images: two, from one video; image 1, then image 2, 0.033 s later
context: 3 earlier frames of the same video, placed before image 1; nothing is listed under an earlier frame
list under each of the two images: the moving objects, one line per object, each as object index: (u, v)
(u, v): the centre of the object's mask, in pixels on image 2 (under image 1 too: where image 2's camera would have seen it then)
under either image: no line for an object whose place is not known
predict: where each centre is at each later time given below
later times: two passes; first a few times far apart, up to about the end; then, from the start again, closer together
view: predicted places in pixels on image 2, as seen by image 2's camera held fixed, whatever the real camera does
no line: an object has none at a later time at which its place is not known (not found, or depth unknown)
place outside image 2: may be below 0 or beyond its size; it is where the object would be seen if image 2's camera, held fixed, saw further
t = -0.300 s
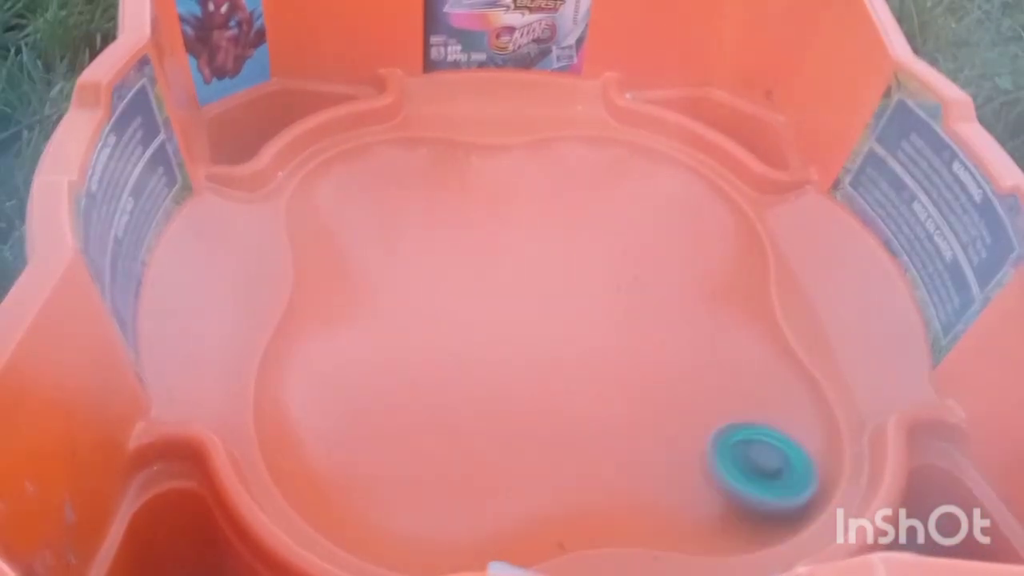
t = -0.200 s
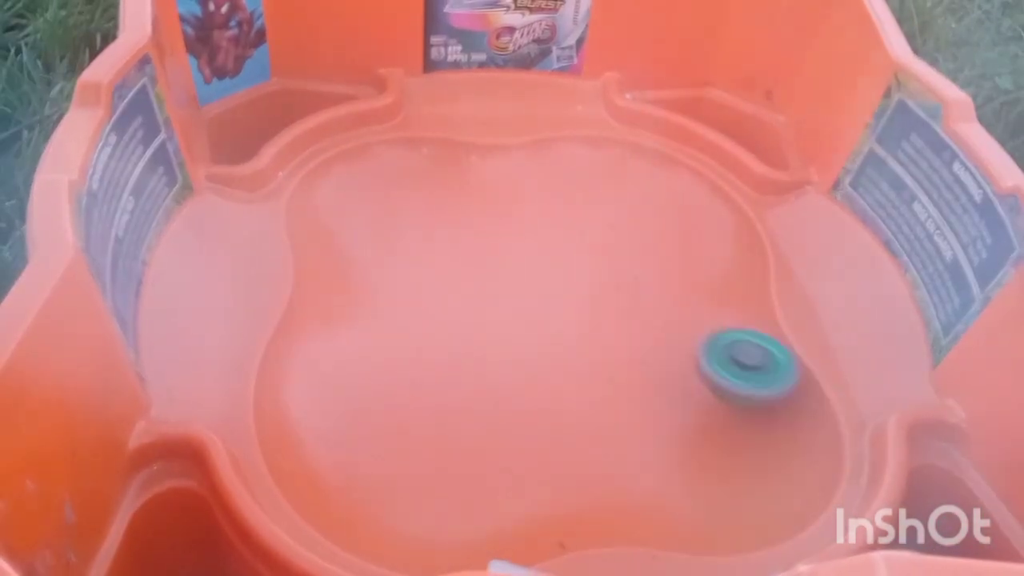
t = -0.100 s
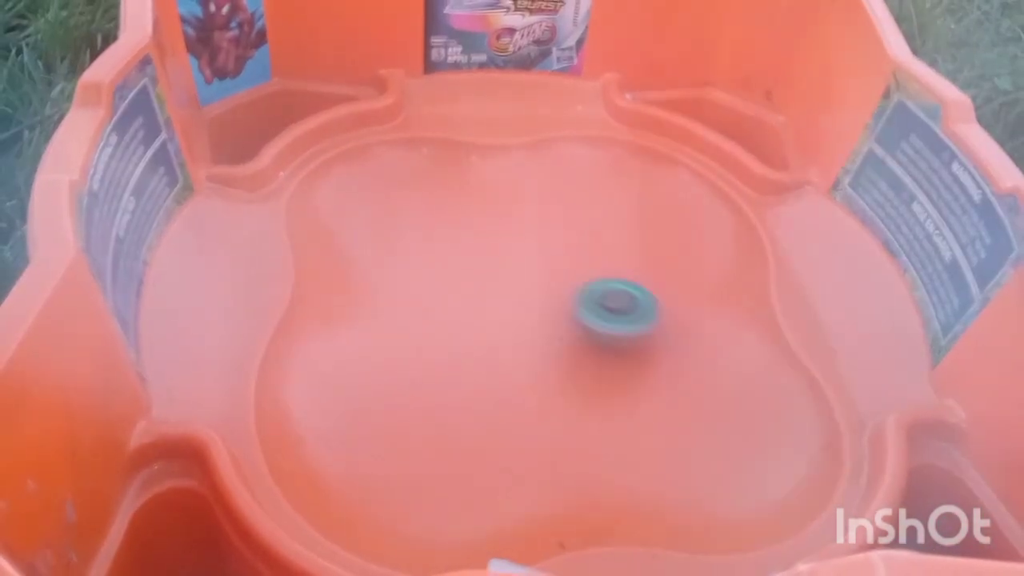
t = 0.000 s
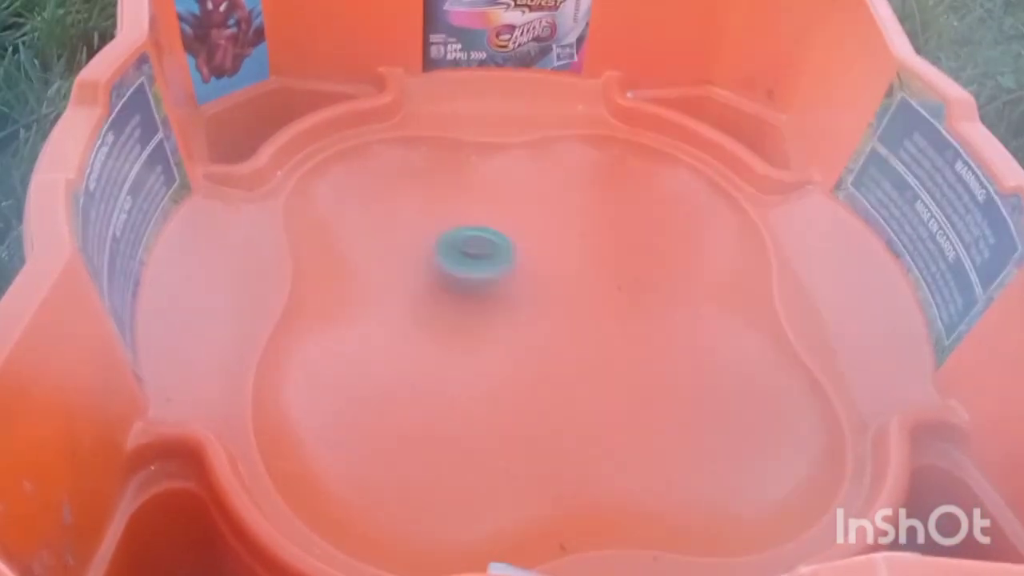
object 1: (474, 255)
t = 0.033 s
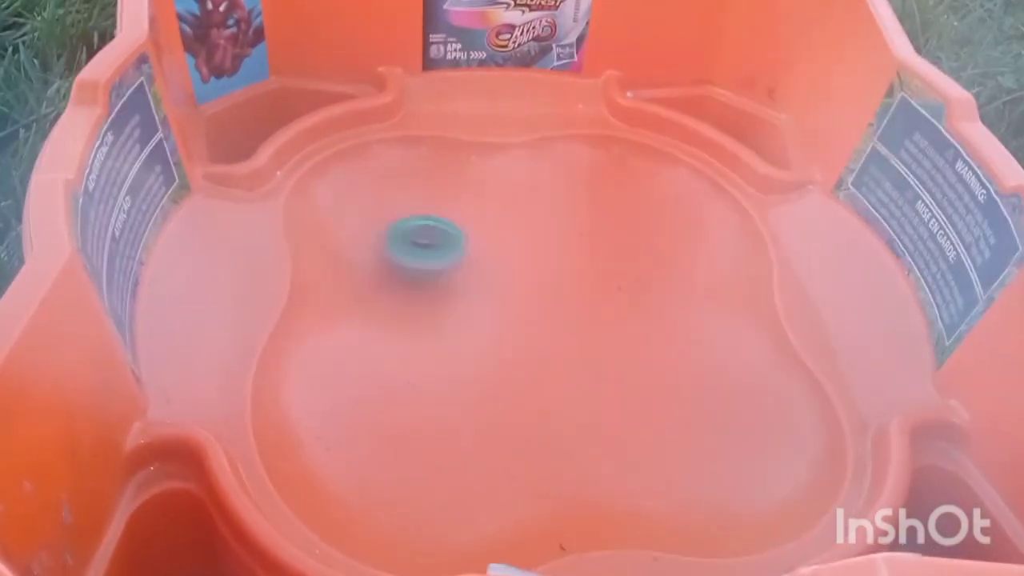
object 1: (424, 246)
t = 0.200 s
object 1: (325, 226)
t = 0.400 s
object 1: (542, 312)
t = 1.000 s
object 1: (497, 280)
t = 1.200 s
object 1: (417, 422)
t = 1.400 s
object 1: (534, 500)
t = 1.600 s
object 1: (603, 357)
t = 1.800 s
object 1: (525, 260)
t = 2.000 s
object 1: (360, 262)
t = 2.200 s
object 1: (450, 428)
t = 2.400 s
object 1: (678, 478)
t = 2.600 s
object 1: (711, 342)
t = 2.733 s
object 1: (567, 281)
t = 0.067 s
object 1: (375, 239)
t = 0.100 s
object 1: (336, 230)
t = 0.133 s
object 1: (320, 217)
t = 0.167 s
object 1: (320, 212)
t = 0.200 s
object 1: (325, 226)
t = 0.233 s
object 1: (348, 246)
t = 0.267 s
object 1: (387, 263)
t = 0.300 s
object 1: (431, 276)
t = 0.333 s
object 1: (472, 290)
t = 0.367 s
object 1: (509, 301)
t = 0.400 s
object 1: (542, 312)
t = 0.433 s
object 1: (570, 320)
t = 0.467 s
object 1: (594, 326)
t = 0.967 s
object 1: (522, 273)
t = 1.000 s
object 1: (497, 280)
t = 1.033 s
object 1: (472, 292)
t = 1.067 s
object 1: (451, 308)
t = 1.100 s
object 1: (435, 327)
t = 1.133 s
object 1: (424, 353)
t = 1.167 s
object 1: (418, 385)
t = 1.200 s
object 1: (417, 422)
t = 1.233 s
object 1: (424, 463)
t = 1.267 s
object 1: (443, 498)
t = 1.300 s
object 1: (472, 518)
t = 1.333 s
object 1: (500, 512)
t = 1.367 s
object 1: (521, 510)
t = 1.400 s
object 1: (534, 500)
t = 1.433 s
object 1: (545, 477)
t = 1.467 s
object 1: (557, 453)
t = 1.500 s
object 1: (572, 428)
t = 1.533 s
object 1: (587, 403)
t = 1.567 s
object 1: (598, 378)
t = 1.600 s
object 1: (603, 357)
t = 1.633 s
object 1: (601, 337)
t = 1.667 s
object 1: (594, 318)
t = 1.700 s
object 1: (582, 300)
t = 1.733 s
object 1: (566, 284)
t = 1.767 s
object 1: (547, 271)
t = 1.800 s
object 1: (525, 260)
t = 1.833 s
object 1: (500, 254)
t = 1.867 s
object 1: (472, 249)
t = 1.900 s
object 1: (441, 247)
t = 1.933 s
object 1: (410, 249)
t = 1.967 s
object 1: (380, 256)
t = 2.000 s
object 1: (360, 262)
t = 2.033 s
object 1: (354, 272)
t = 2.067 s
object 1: (359, 295)
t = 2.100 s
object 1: (375, 325)
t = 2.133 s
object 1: (397, 358)
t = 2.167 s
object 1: (420, 395)
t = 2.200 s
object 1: (450, 428)
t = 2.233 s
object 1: (486, 456)
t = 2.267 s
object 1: (525, 476)
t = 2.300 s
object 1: (563, 487)
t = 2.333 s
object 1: (603, 487)
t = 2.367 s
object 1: (640, 485)
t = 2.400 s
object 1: (678, 478)
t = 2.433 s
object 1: (714, 464)
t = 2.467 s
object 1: (744, 441)
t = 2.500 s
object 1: (761, 412)
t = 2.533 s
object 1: (758, 379)
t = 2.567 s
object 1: (741, 356)
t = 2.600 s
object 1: (711, 342)
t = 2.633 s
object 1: (675, 326)
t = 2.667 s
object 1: (639, 309)
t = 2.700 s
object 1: (603, 294)
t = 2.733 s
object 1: (567, 281)
